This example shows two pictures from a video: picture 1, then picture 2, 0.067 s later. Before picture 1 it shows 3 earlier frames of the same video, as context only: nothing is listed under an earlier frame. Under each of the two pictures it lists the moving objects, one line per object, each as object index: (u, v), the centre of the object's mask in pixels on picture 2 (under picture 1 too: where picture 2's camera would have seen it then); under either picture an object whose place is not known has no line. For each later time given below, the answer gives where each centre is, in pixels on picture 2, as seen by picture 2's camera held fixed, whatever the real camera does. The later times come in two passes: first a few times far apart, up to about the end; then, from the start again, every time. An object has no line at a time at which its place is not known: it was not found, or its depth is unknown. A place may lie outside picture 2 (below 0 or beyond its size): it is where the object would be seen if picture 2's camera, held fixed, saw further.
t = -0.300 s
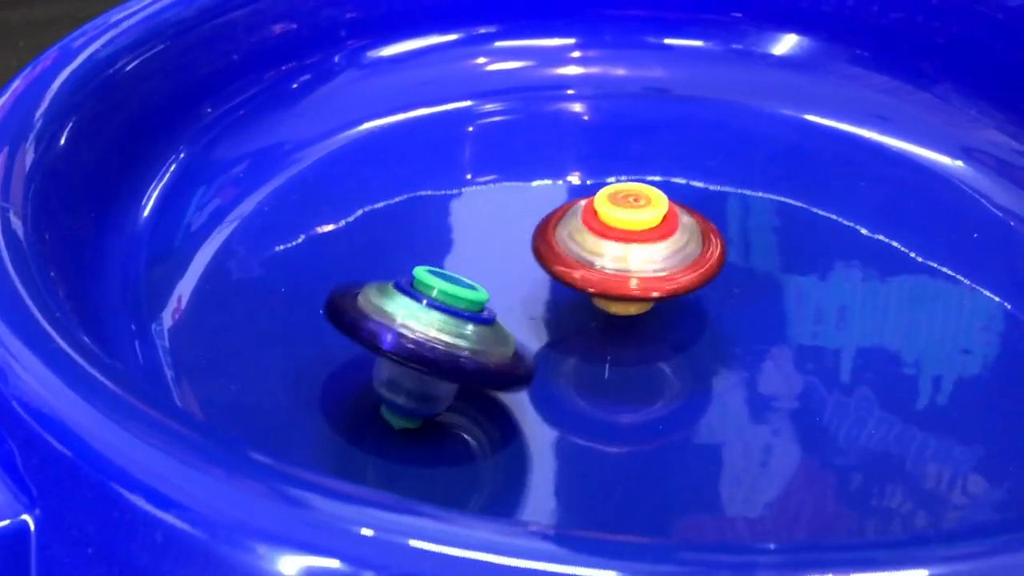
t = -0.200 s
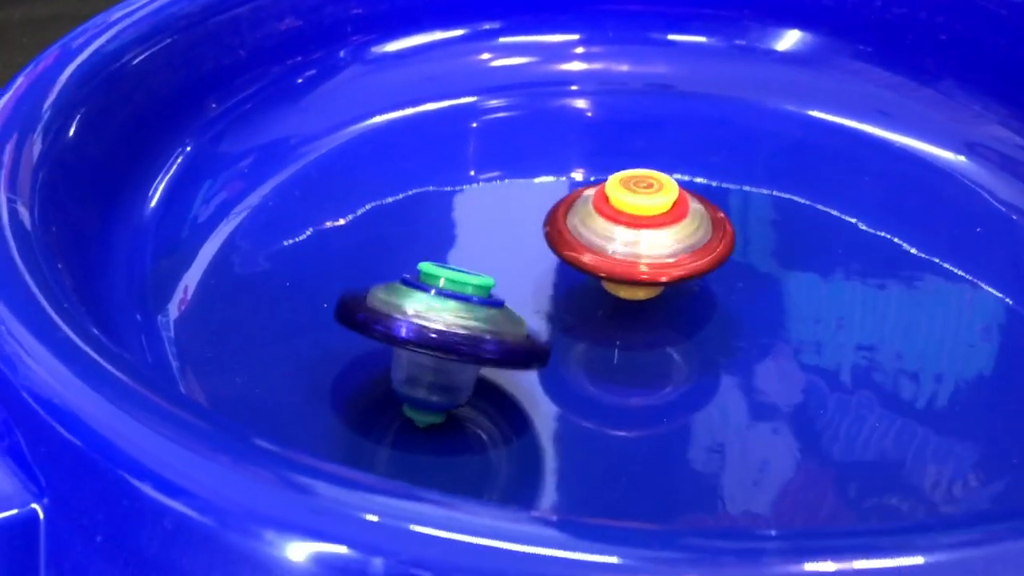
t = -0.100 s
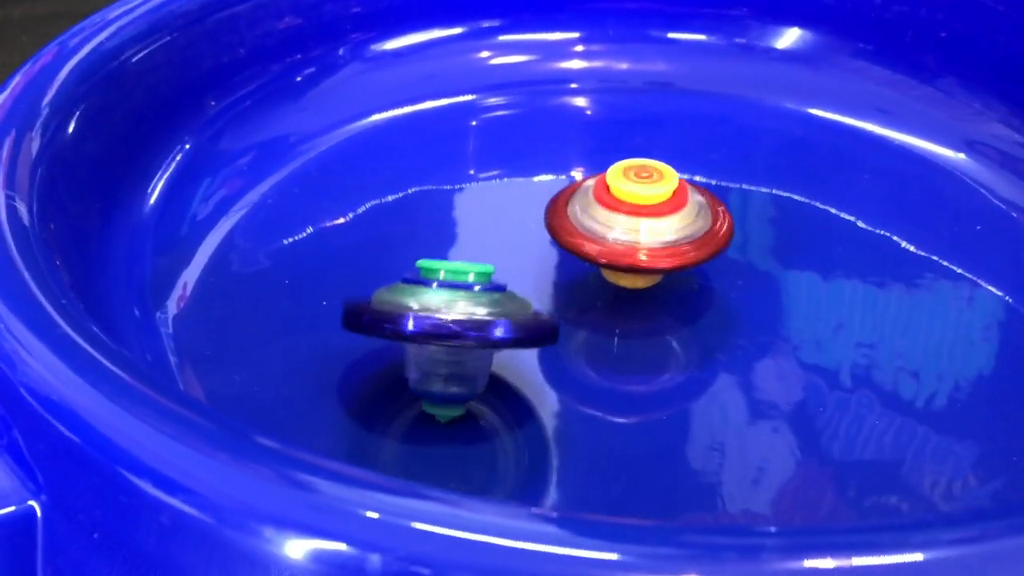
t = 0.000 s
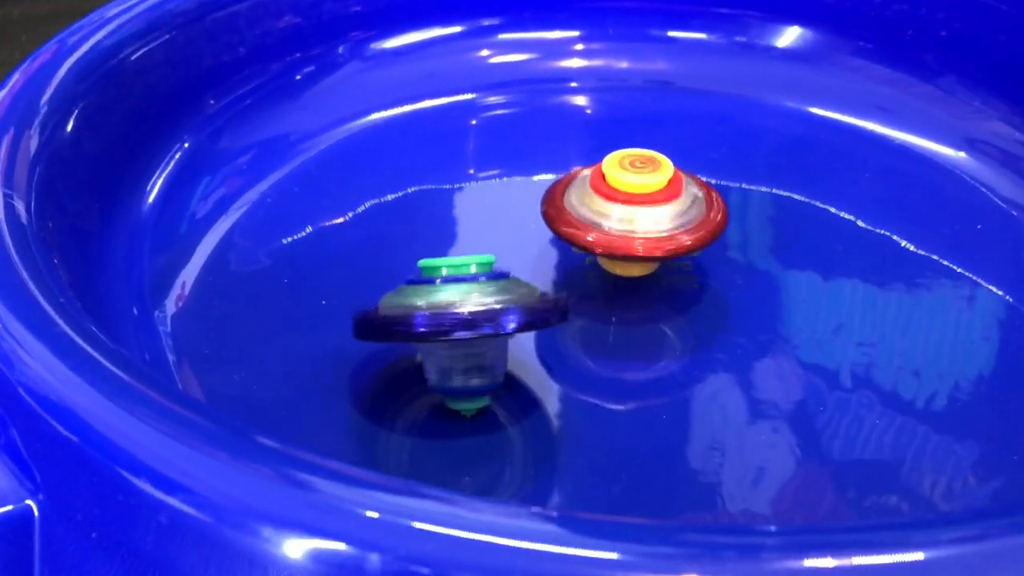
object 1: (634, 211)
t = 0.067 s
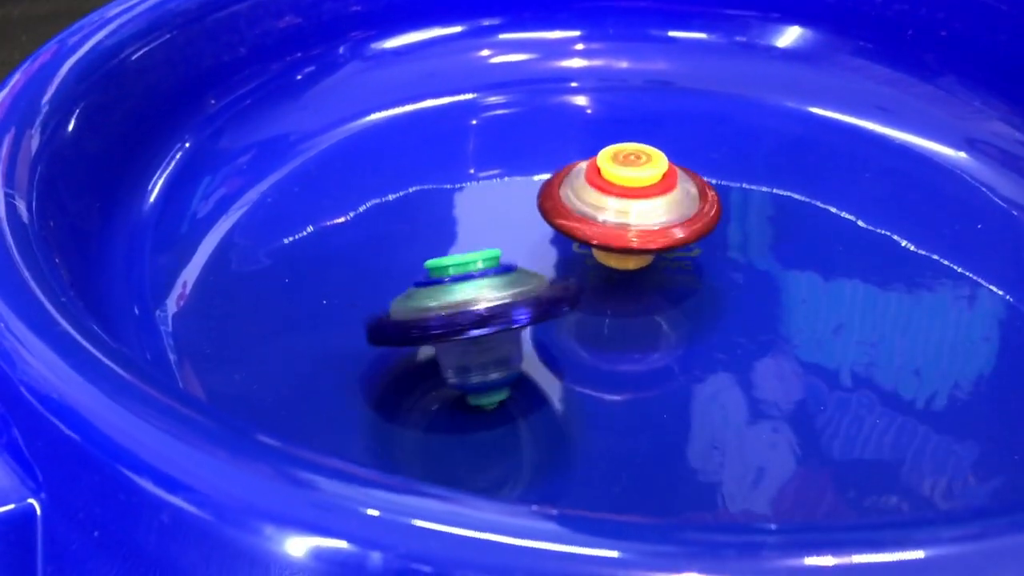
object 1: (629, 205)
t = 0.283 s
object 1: (610, 182)
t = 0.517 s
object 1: (604, 134)
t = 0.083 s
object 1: (627, 203)
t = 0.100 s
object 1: (625, 202)
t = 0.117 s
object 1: (624, 201)
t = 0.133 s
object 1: (622, 199)
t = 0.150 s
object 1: (620, 198)
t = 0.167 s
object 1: (619, 197)
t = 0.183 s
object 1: (618, 196)
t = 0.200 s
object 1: (617, 195)
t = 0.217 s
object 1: (615, 193)
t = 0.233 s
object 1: (613, 192)
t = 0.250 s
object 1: (611, 189)
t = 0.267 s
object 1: (610, 187)
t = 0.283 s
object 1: (610, 182)
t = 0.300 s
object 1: (612, 178)
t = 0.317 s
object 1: (612, 174)
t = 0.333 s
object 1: (611, 169)
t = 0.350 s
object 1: (611, 166)
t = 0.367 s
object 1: (610, 162)
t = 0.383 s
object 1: (610, 159)
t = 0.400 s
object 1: (609, 155)
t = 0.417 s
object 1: (608, 152)
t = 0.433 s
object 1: (607, 148)
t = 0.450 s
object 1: (606, 145)
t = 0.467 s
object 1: (606, 142)
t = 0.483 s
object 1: (605, 140)
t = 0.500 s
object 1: (605, 136)
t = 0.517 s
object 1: (604, 134)
